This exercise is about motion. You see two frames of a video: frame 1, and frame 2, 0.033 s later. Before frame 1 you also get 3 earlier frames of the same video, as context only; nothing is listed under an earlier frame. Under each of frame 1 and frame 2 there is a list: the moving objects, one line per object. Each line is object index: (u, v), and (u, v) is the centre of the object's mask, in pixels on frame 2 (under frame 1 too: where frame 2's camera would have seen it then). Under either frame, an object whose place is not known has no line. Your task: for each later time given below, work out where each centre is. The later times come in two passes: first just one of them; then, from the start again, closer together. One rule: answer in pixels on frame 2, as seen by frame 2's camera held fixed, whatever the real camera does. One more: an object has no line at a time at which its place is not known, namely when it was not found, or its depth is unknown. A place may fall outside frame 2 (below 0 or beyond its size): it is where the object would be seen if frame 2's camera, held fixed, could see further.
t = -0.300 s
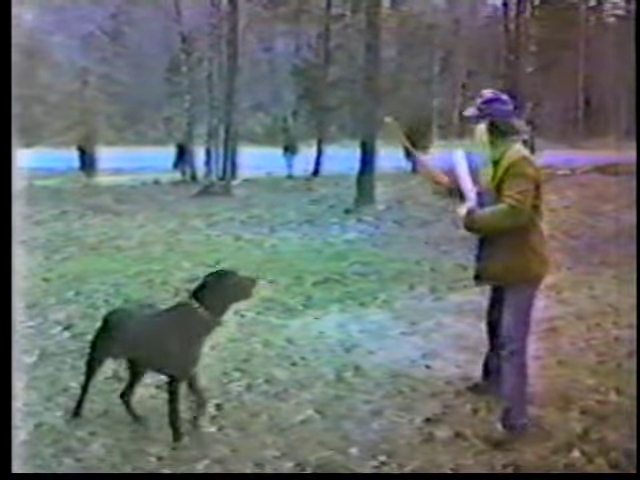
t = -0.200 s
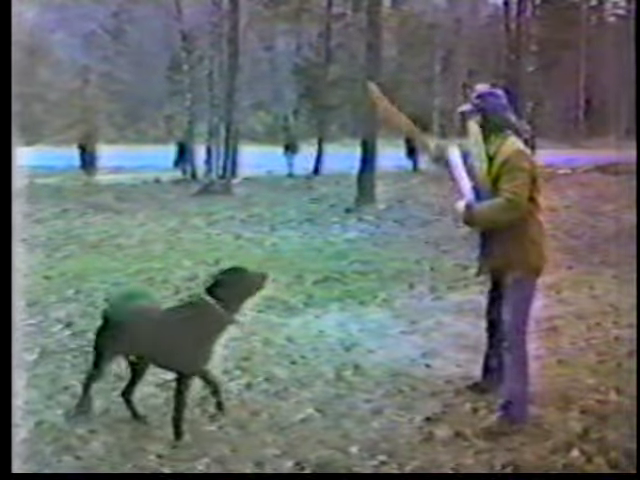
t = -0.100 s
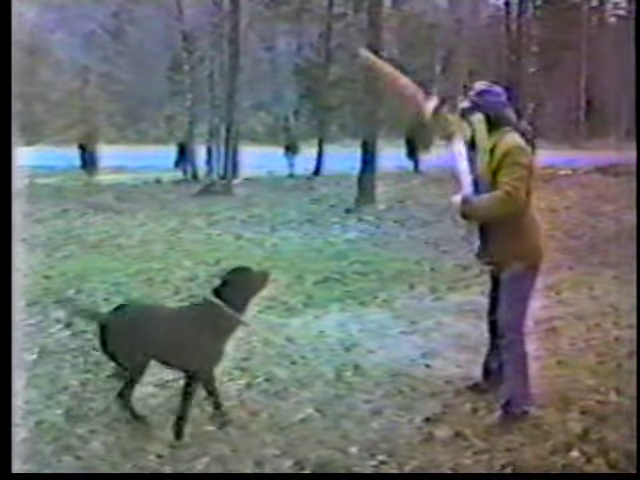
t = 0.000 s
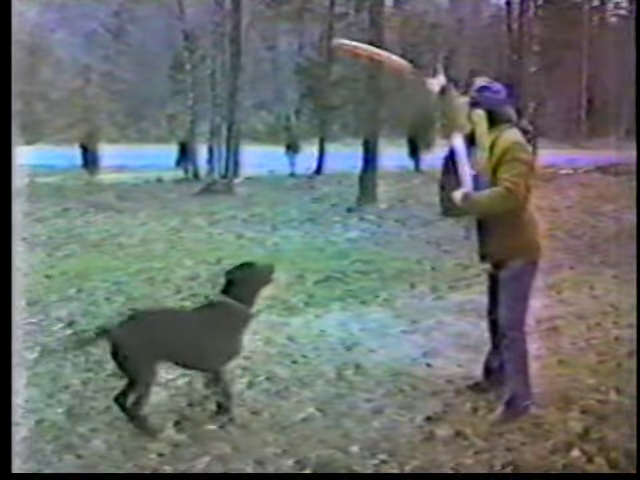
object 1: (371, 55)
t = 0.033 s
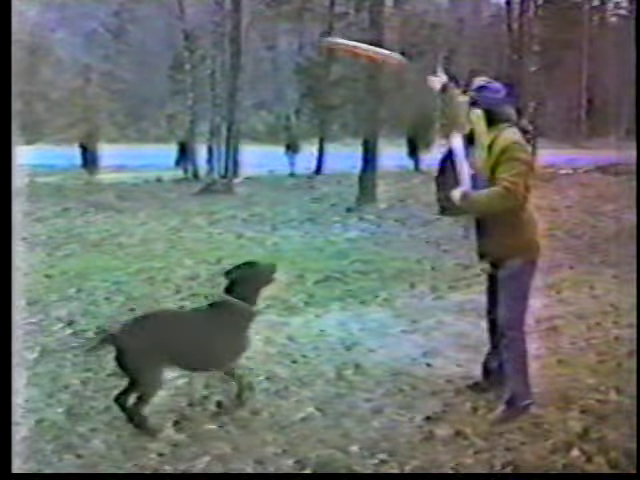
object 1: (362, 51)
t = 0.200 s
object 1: (328, 53)
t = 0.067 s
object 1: (356, 51)
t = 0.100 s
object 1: (348, 50)
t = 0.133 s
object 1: (341, 51)
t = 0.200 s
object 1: (328, 53)
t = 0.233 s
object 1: (319, 56)
